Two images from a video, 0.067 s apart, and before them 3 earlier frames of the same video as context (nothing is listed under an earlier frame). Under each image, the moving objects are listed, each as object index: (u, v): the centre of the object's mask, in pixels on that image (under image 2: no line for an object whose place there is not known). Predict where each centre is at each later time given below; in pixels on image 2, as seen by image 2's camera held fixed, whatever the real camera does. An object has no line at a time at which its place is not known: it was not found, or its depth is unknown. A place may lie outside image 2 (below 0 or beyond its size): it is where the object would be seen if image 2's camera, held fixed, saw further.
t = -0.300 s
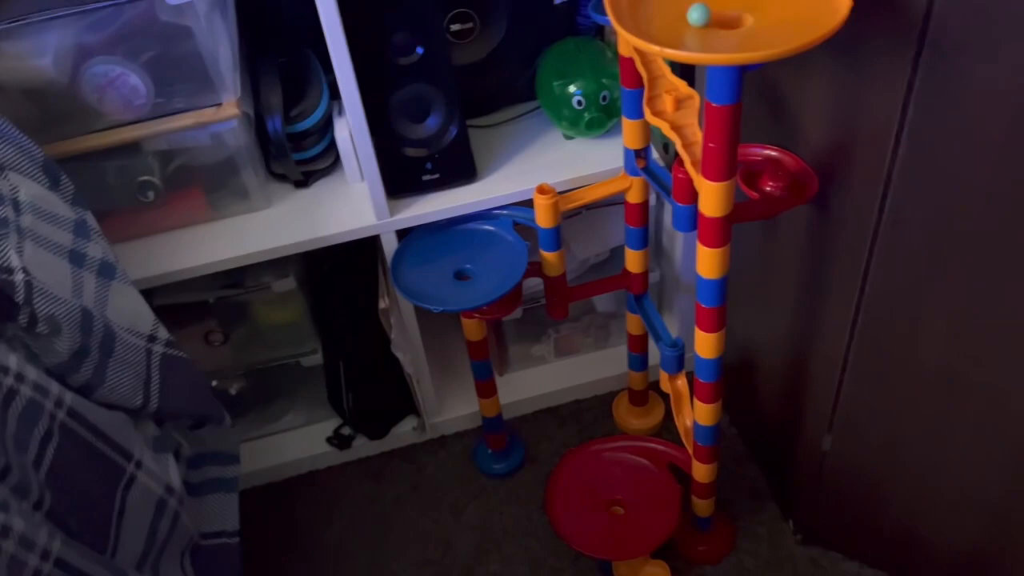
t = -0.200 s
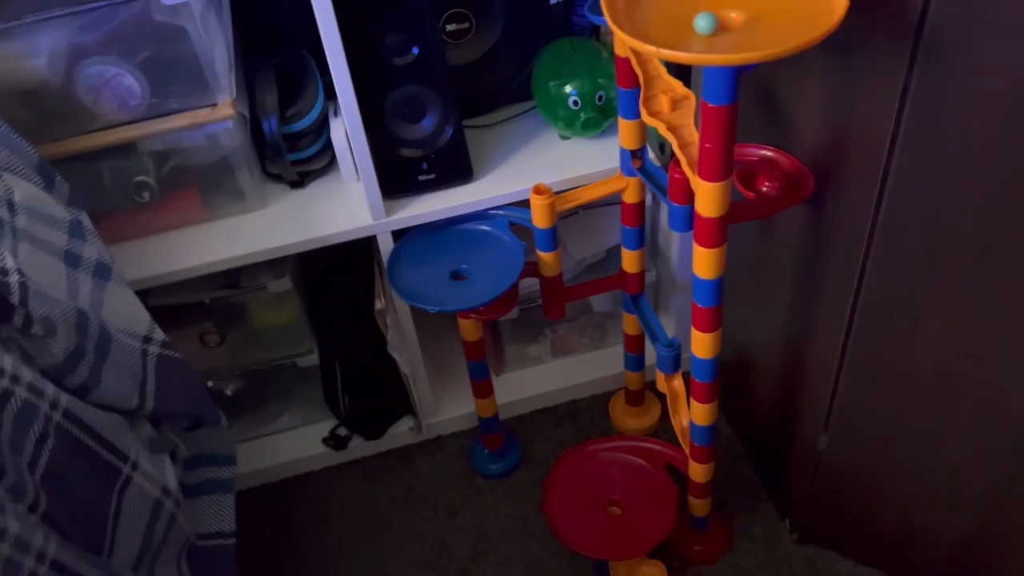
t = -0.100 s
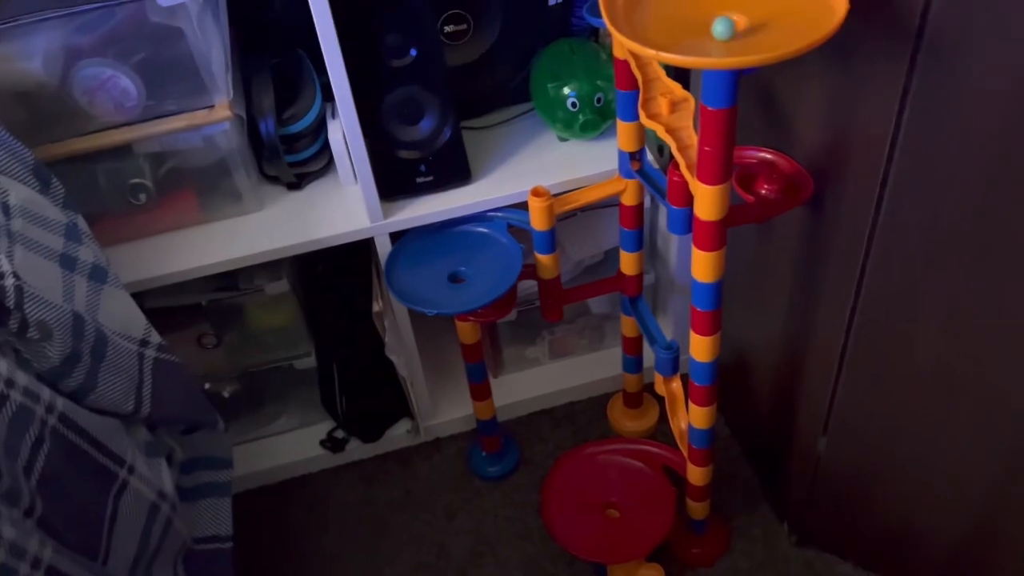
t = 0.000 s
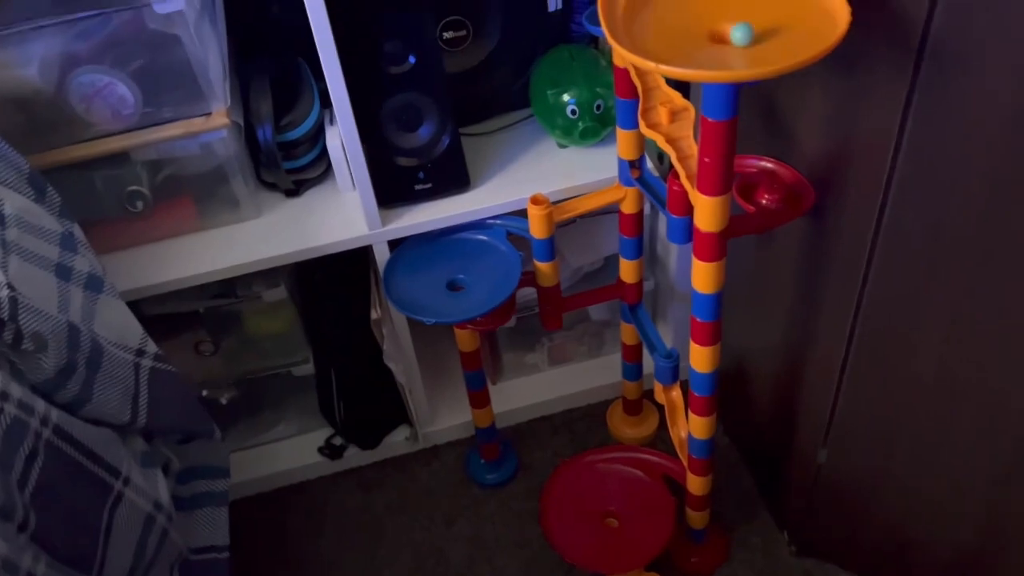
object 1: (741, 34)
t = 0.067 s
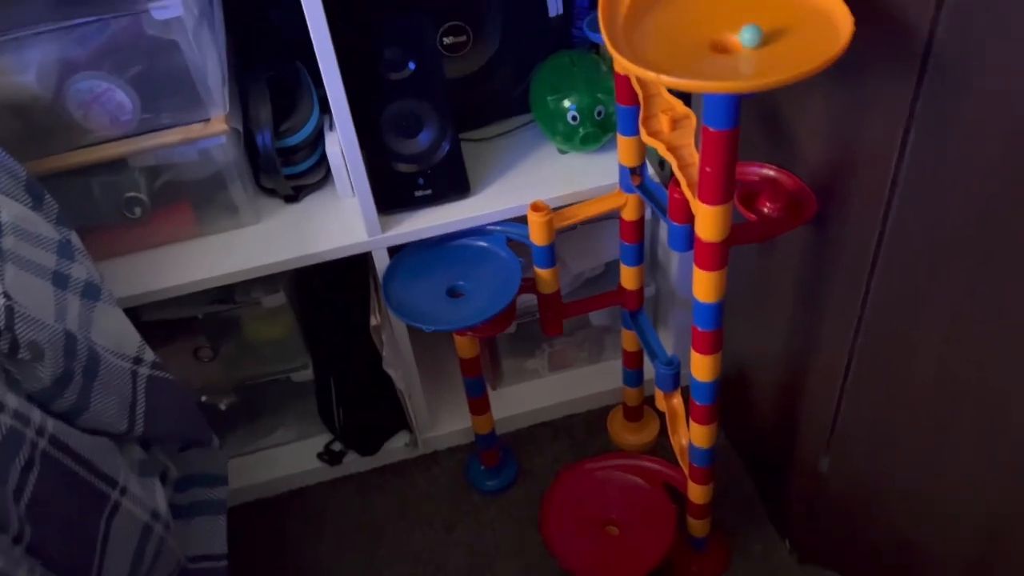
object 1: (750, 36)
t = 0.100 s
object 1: (751, 32)
